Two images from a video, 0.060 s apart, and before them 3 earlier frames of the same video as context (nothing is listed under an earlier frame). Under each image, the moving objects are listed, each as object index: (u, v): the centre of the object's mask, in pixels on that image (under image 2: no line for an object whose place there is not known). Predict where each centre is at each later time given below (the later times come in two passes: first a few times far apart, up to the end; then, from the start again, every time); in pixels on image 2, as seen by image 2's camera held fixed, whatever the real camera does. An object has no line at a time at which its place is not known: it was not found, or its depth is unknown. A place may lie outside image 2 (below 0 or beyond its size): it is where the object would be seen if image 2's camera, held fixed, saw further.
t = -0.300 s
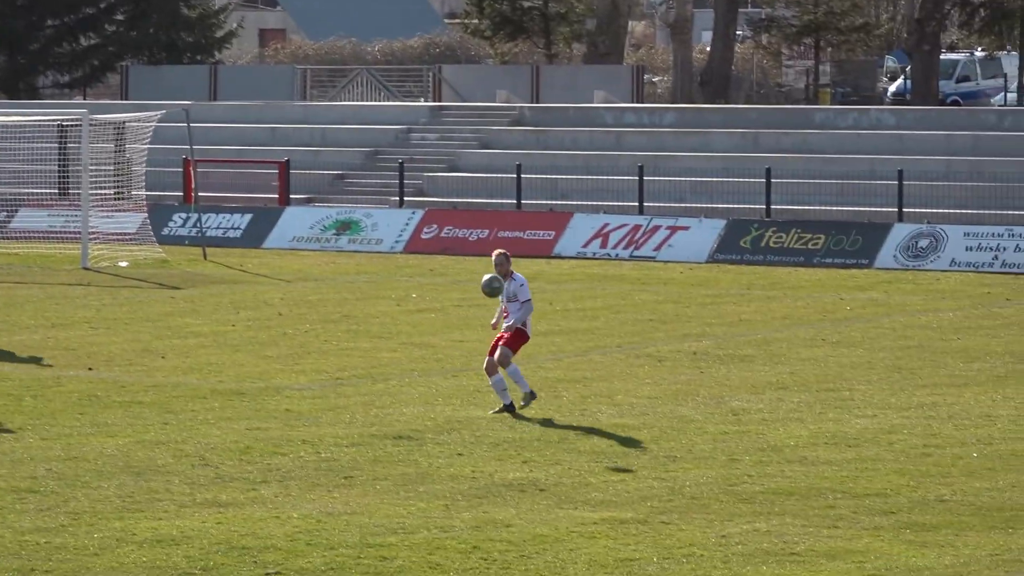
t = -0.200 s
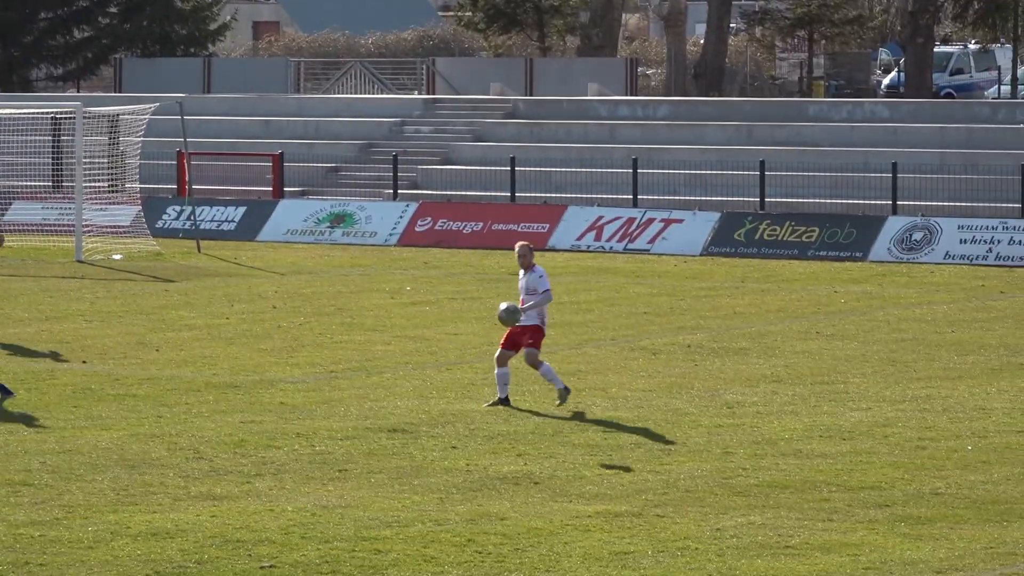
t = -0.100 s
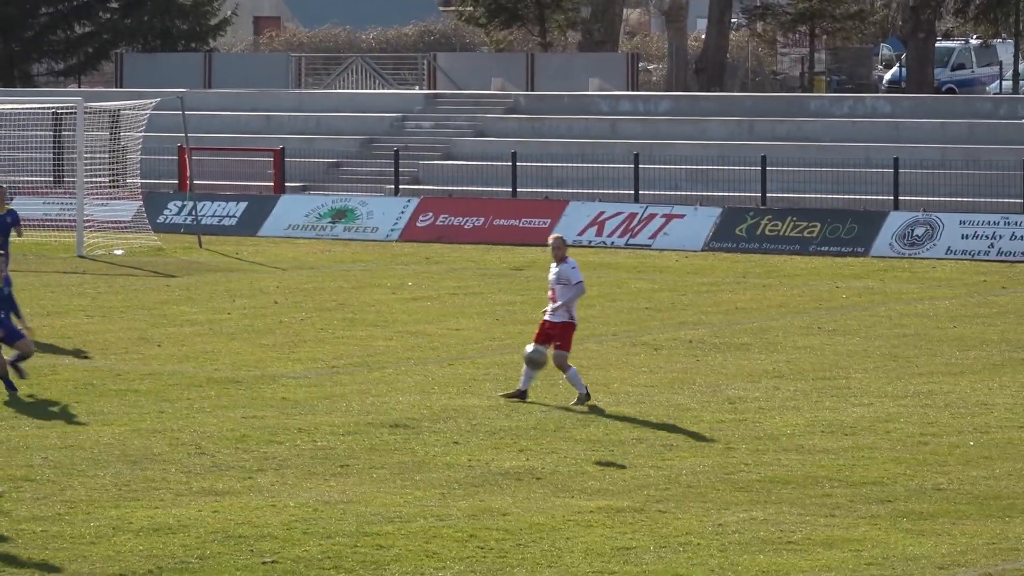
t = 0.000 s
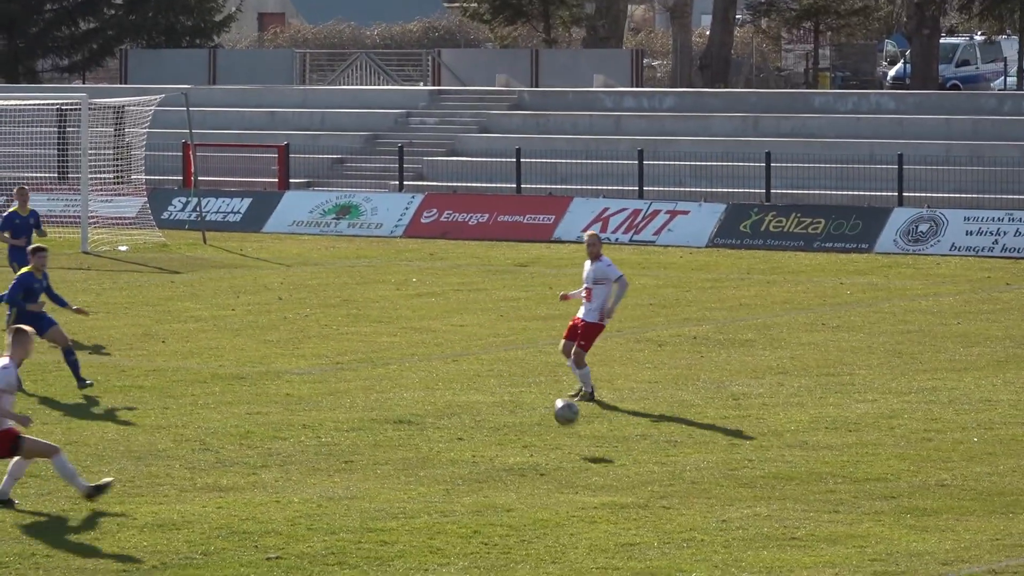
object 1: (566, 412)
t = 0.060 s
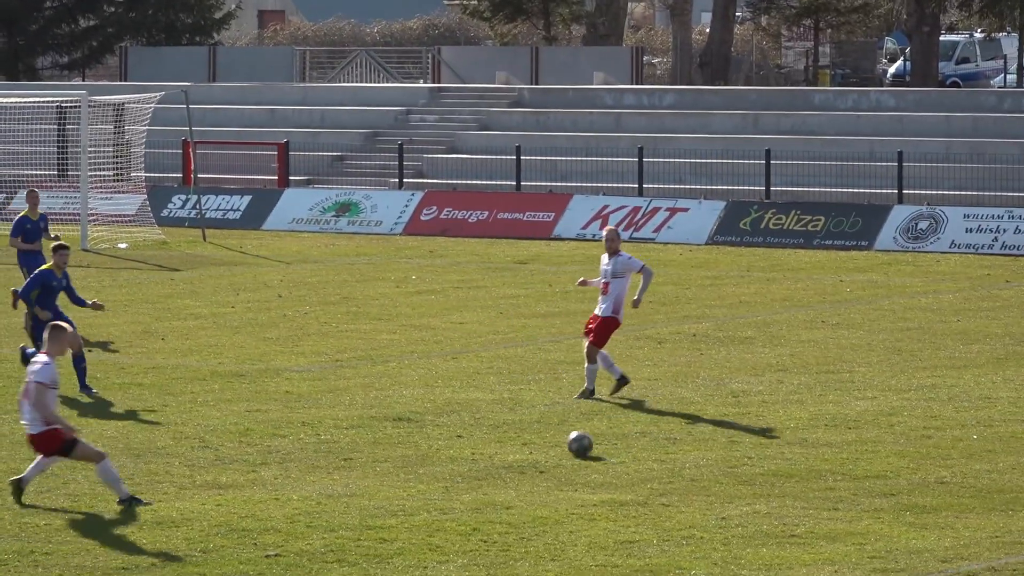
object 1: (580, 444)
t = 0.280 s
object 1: (570, 390)
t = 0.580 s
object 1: (555, 407)
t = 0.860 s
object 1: (546, 467)
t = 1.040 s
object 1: (547, 458)
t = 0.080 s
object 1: (579, 437)
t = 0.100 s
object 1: (578, 430)
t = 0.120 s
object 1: (578, 424)
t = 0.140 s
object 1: (576, 418)
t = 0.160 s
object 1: (576, 412)
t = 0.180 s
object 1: (575, 407)
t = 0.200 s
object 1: (574, 403)
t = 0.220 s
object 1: (573, 399)
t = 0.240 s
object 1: (572, 396)
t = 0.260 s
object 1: (571, 392)
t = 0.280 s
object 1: (570, 390)
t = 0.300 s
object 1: (569, 388)
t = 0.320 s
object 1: (568, 386)
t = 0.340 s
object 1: (567, 384)
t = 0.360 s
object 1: (566, 384)
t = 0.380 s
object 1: (565, 383)
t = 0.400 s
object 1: (564, 384)
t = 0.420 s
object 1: (563, 384)
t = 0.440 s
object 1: (562, 385)
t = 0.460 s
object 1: (562, 387)
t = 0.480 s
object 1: (560, 389)
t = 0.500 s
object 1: (559, 391)
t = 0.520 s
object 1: (558, 395)
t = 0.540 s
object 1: (557, 398)
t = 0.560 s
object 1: (556, 402)
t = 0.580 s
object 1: (555, 407)
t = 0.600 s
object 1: (554, 412)
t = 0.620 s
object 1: (553, 418)
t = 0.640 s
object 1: (552, 424)
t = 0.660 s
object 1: (551, 430)
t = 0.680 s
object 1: (550, 437)
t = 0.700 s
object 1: (549, 445)
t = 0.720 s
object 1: (548, 453)
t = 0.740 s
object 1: (547, 462)
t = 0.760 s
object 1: (546, 471)
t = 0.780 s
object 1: (545, 481)
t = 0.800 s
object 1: (545, 479)
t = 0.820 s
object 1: (545, 475)
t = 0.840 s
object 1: (546, 471)
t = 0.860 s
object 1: (546, 467)
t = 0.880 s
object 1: (546, 464)
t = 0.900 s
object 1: (546, 462)
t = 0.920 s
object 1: (546, 460)
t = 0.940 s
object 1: (546, 458)
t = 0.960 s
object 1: (547, 457)
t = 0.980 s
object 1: (547, 457)
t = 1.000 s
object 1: (547, 457)
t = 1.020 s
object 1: (547, 457)
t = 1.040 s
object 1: (547, 458)
